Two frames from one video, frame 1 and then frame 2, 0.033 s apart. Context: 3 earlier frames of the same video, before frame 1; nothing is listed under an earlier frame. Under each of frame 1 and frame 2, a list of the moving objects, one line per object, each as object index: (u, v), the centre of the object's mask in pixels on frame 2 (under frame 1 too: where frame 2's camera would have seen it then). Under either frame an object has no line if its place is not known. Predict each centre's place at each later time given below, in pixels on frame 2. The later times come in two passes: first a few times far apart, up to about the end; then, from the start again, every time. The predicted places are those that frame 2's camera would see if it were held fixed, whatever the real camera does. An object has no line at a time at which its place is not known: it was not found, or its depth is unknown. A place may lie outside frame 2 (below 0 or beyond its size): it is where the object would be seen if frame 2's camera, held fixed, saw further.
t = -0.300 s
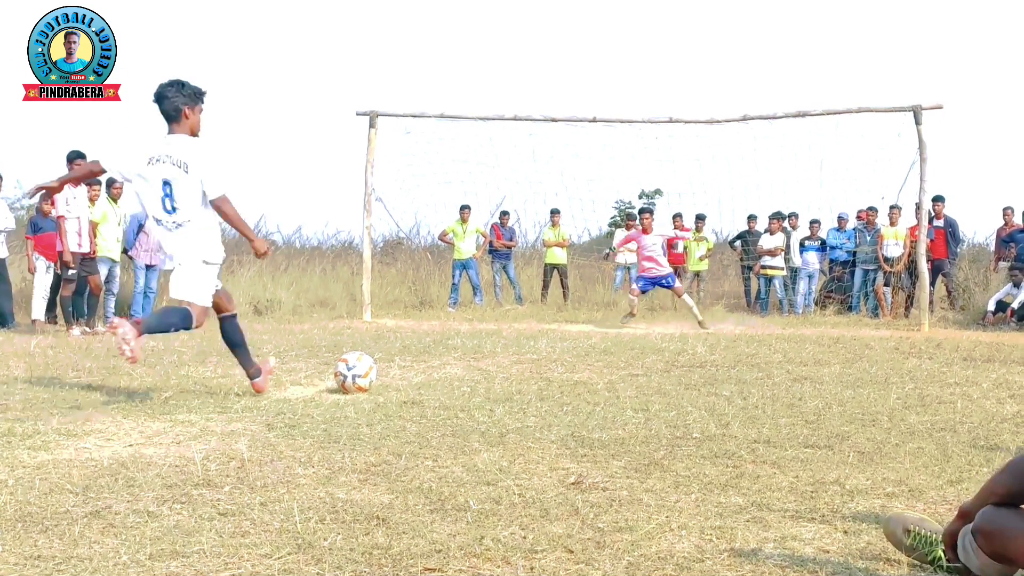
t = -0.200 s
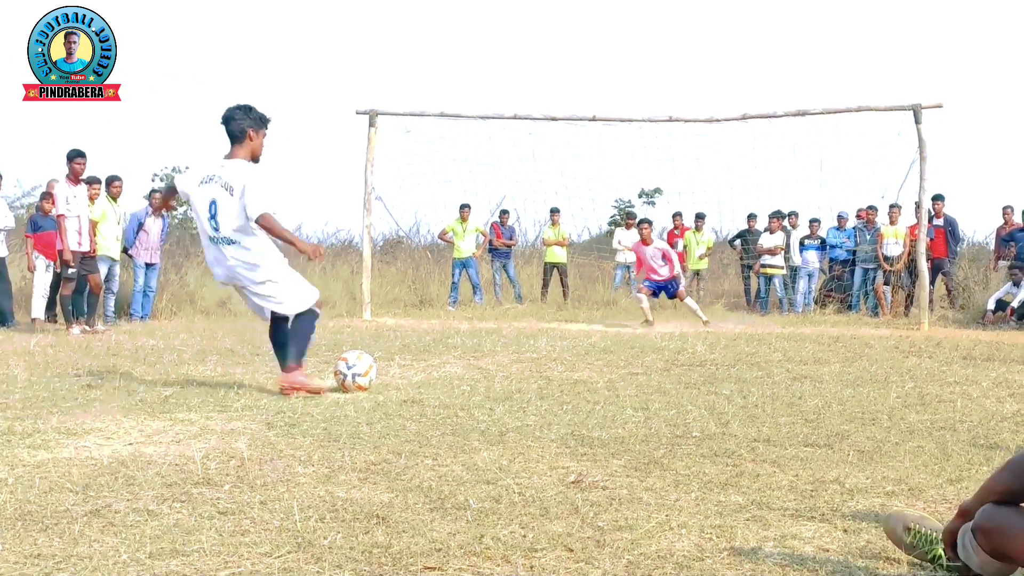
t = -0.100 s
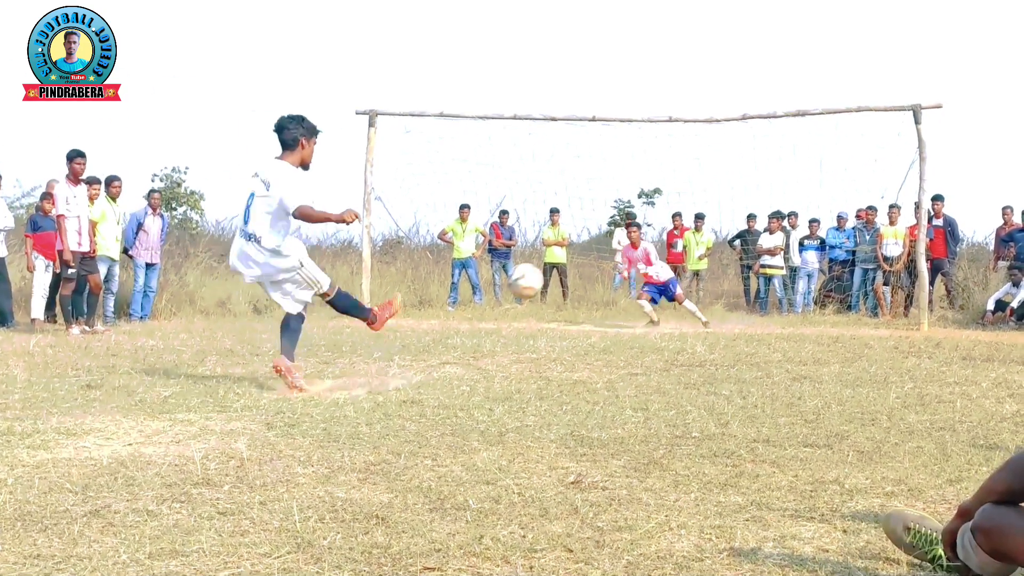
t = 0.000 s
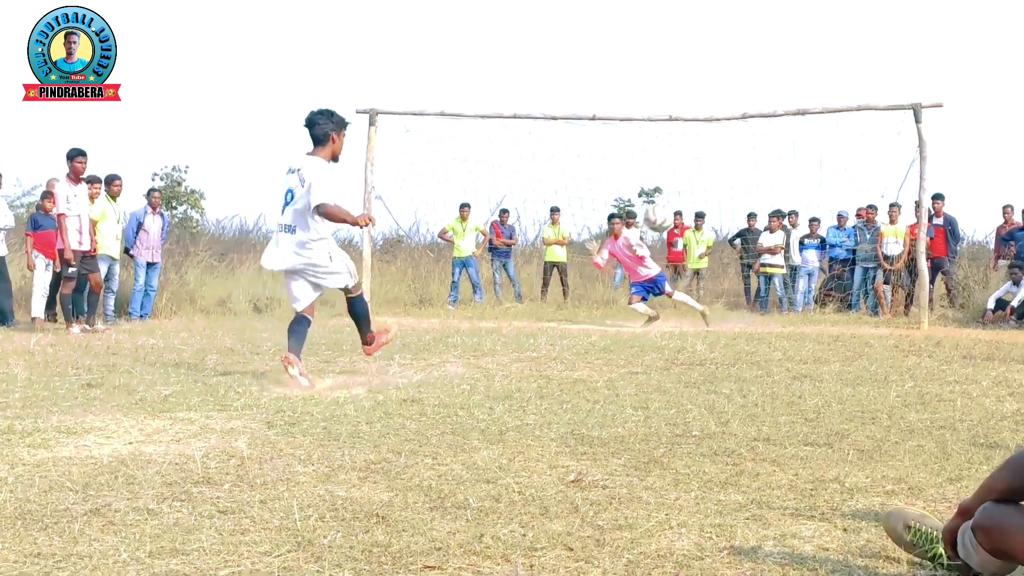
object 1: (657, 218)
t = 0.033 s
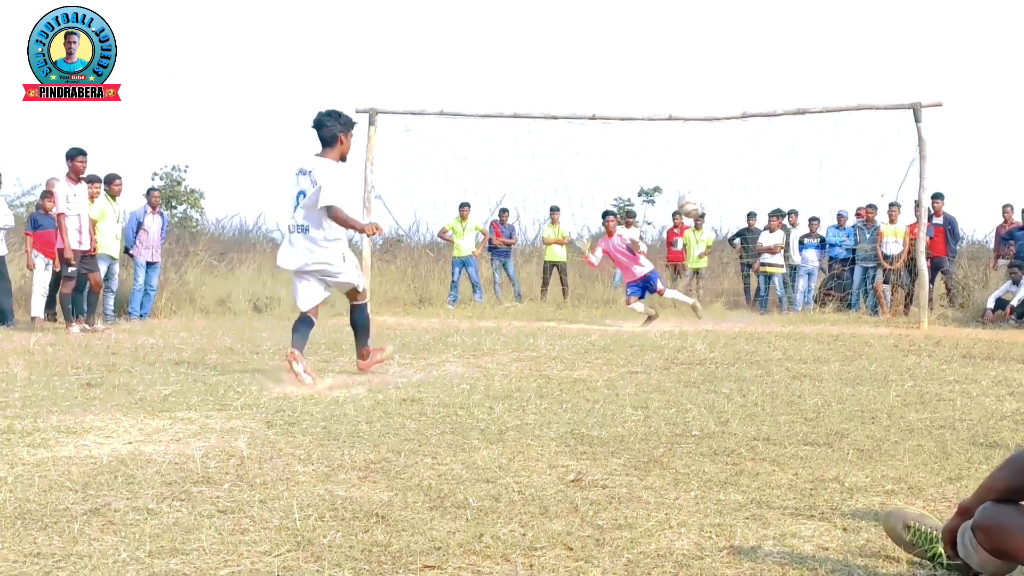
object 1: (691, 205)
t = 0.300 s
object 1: (846, 182)
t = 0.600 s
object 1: (910, 144)
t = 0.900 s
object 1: (900, 236)
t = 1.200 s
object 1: (877, 287)
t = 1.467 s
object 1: (856, 256)
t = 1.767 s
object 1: (836, 301)
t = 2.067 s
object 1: (834, 288)
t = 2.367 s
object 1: (837, 314)
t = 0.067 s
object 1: (719, 196)
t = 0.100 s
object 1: (745, 189)
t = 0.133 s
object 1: (768, 182)
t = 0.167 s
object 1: (788, 179)
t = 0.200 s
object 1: (805, 179)
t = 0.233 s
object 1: (820, 179)
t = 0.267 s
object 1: (834, 179)
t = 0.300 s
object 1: (846, 182)
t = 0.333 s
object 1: (857, 185)
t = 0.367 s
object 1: (868, 182)
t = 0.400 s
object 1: (880, 167)
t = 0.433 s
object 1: (891, 154)
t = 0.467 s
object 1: (897, 147)
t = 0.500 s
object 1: (903, 142)
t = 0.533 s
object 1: (907, 141)
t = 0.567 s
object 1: (909, 140)
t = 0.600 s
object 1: (910, 144)
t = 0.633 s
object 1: (911, 150)
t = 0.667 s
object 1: (911, 159)
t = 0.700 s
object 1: (912, 165)
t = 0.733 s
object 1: (912, 172)
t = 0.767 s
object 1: (908, 188)
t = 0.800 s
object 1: (907, 199)
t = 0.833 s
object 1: (903, 211)
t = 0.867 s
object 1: (903, 222)
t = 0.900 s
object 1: (900, 236)
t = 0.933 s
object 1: (897, 249)
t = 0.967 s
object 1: (894, 264)
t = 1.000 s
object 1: (891, 279)
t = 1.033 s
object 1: (889, 293)
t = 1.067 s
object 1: (886, 308)
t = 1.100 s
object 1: (884, 312)
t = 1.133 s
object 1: (882, 304)
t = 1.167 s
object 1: (879, 296)
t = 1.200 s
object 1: (877, 287)
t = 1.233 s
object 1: (876, 280)
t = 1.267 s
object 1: (875, 274)
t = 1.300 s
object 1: (871, 268)
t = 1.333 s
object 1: (870, 263)
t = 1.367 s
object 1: (869, 259)
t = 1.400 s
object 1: (864, 258)
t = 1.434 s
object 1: (859, 256)
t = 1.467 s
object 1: (856, 256)
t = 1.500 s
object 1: (853, 258)
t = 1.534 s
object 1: (851, 260)
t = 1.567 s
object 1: (848, 262)
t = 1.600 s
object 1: (845, 267)
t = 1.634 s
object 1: (843, 272)
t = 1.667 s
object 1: (841, 279)
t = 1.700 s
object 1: (839, 286)
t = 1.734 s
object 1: (837, 292)
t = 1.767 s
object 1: (836, 301)
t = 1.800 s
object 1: (834, 310)
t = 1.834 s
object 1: (833, 314)
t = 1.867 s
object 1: (833, 308)
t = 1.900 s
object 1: (833, 302)
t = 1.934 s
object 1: (834, 297)
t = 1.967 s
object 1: (834, 293)
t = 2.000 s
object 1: (834, 291)
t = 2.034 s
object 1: (834, 289)
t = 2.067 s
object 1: (834, 288)
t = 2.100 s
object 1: (834, 288)
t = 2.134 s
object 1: (835, 288)
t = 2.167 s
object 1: (835, 289)
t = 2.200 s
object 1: (835, 291)
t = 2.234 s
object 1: (836, 294)
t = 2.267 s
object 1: (836, 299)
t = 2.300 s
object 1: (836, 304)
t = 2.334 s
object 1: (836, 310)
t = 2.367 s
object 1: (837, 314)
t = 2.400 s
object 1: (836, 310)
